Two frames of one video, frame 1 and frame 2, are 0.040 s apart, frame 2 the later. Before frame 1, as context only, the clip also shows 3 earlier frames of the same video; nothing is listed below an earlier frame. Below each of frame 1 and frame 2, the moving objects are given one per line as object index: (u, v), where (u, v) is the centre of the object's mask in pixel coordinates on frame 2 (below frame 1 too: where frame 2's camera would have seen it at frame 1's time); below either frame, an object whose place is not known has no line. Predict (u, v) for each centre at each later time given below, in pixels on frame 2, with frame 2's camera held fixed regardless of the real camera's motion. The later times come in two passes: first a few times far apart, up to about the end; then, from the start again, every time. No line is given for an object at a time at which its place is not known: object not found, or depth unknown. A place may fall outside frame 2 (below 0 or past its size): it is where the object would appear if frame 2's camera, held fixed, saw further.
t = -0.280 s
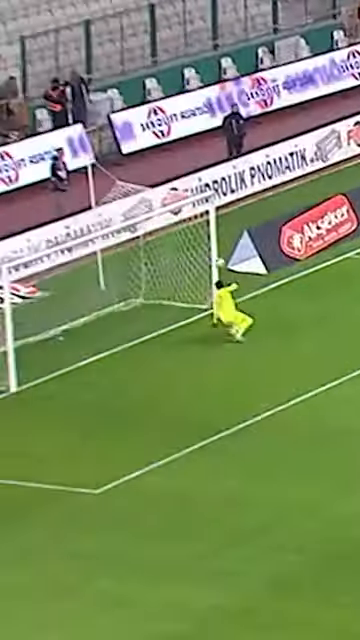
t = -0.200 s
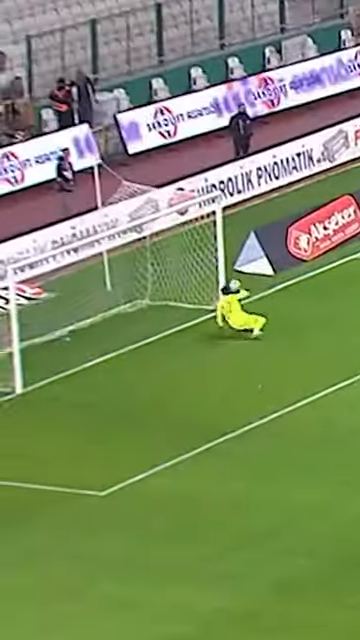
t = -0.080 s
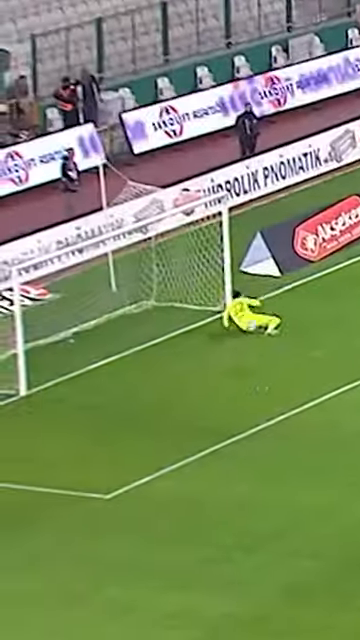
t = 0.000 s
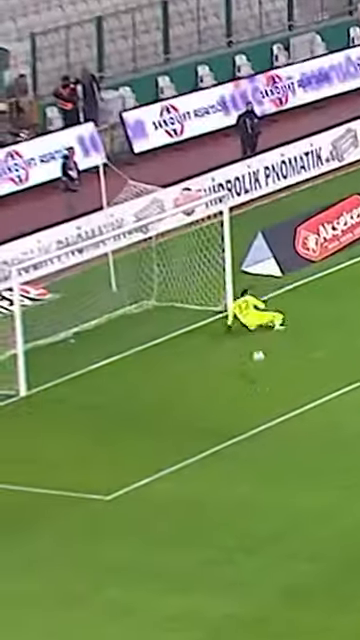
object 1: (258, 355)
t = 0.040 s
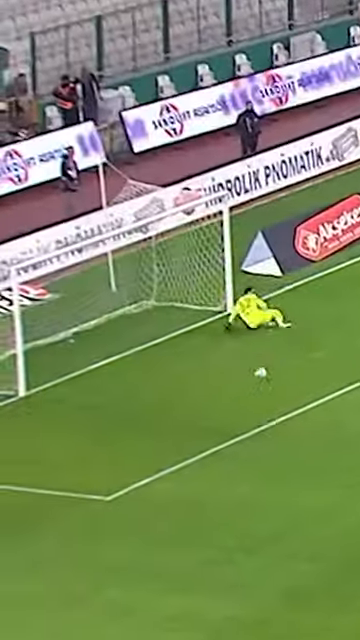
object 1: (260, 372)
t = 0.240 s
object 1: (264, 391)
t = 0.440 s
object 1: (263, 421)
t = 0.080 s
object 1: (262, 383)
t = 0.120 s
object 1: (263, 384)
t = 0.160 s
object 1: (264, 385)
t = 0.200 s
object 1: (264, 388)
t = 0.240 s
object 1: (264, 391)
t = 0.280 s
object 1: (264, 395)
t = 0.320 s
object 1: (264, 399)
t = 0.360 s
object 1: (264, 406)
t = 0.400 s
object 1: (263, 413)
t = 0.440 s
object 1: (263, 421)
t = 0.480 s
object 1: (262, 429)
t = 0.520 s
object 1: (261, 439)
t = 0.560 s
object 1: (260, 451)
